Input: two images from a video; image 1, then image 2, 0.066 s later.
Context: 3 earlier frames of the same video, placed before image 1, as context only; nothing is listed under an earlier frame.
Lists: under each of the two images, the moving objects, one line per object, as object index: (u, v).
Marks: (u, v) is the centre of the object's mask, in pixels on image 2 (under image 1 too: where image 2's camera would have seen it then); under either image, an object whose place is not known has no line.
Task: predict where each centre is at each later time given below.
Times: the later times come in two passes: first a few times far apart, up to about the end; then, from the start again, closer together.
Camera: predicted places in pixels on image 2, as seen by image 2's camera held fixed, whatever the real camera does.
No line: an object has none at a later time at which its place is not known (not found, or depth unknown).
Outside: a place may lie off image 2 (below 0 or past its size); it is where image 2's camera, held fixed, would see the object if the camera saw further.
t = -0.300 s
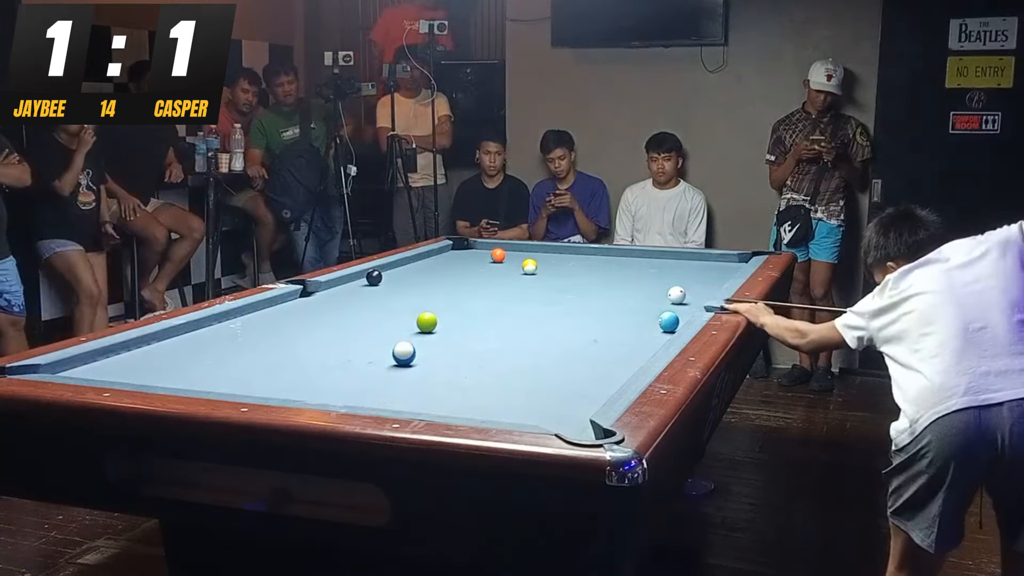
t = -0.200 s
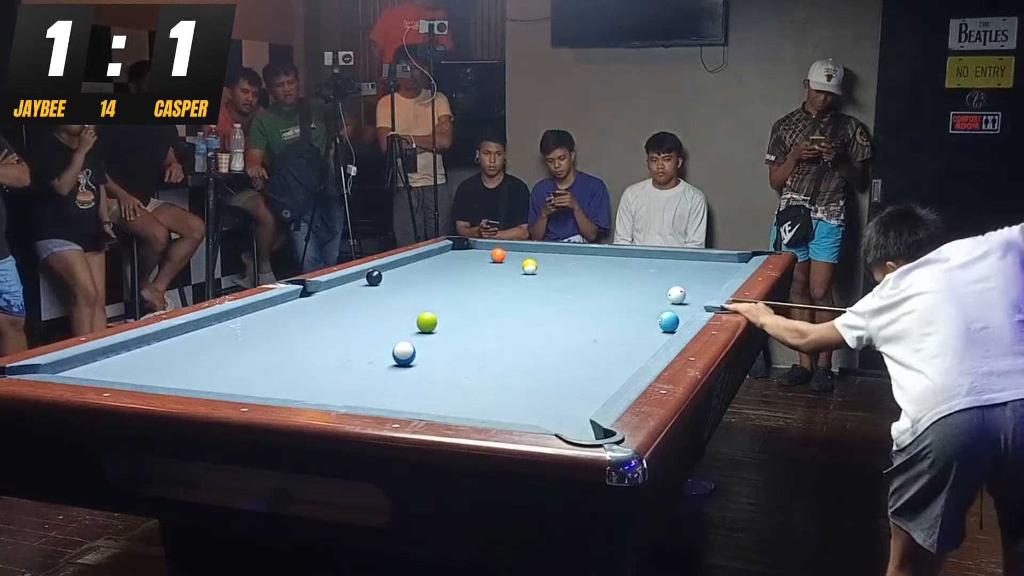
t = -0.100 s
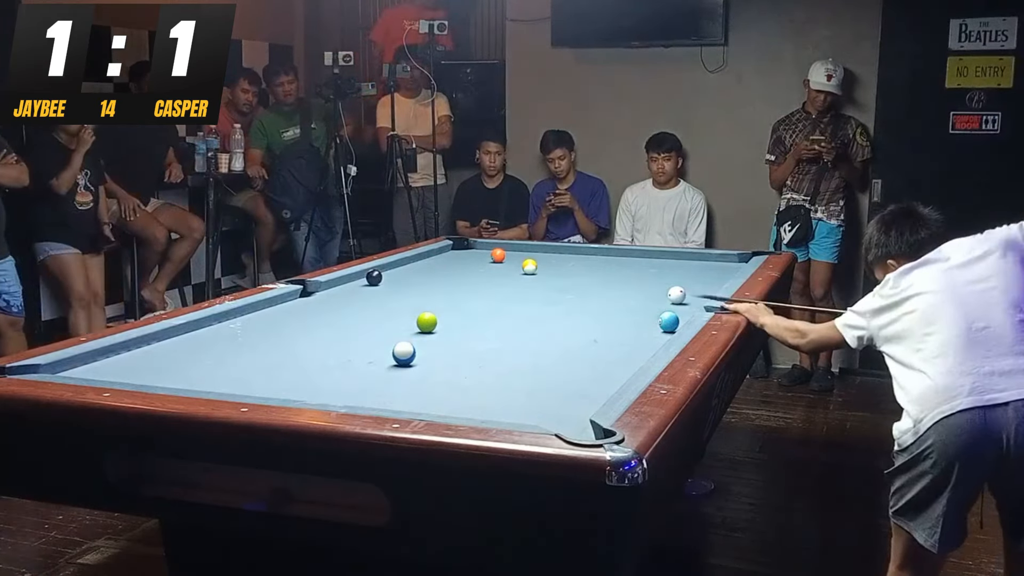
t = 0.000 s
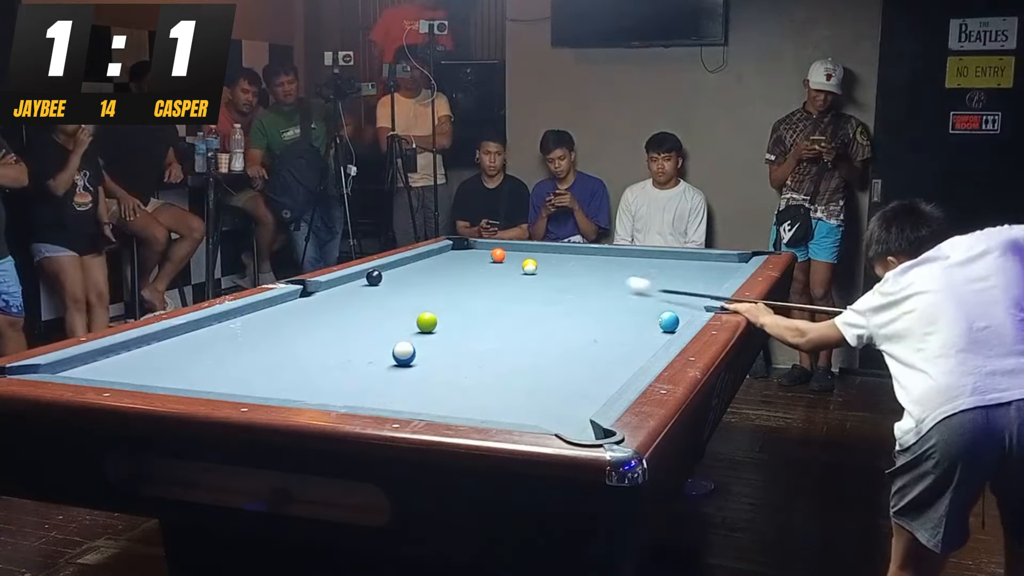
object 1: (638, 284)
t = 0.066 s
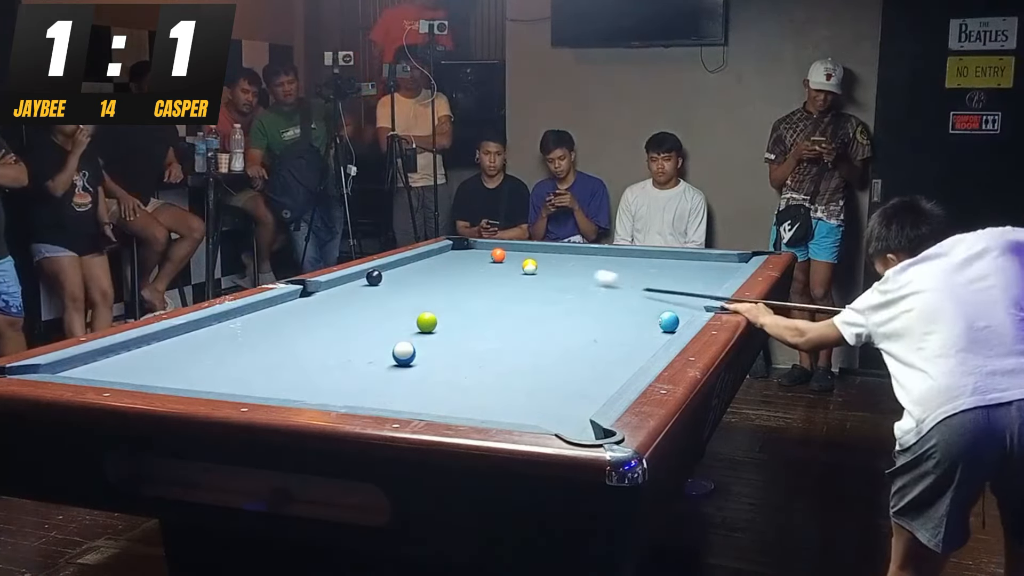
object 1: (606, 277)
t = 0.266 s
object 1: (523, 257)
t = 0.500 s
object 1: (526, 248)
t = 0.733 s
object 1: (487, 250)
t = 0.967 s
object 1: (451, 255)
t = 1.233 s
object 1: (407, 262)
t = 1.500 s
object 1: (404, 267)
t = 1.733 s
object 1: (401, 273)
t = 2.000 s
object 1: (398, 279)
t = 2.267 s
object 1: (395, 286)
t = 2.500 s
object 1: (392, 292)
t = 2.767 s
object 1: (388, 299)
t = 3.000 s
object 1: (385, 305)
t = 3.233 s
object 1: (383, 311)
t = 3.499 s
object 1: (380, 318)
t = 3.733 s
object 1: (378, 324)
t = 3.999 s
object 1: (375, 330)
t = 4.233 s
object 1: (373, 336)
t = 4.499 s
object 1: (370, 342)
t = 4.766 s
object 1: (368, 348)
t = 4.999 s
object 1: (365, 353)
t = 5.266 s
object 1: (363, 358)
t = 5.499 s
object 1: (361, 362)
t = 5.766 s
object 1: (359, 365)
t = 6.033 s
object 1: (356, 368)
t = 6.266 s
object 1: (355, 371)
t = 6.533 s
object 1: (353, 372)
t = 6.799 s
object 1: (352, 373)
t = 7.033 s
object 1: (351, 373)
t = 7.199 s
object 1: (351, 373)
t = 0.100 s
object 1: (591, 274)
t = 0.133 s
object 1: (576, 270)
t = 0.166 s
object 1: (563, 268)
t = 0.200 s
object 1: (549, 265)
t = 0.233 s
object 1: (540, 261)
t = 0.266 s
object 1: (523, 257)
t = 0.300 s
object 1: (514, 257)
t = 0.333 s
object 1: (515, 255)
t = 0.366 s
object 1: (518, 254)
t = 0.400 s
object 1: (522, 252)
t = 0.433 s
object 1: (524, 251)
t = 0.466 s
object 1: (525, 249)
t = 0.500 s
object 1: (526, 248)
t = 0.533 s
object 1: (526, 247)
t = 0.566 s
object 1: (520, 247)
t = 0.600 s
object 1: (514, 247)
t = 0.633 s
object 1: (508, 249)
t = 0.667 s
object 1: (503, 249)
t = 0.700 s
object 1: (499, 249)
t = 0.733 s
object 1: (487, 250)
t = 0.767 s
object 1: (486, 251)
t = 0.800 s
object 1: (480, 252)
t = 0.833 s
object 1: (474, 252)
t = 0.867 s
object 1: (469, 253)
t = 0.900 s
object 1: (463, 254)
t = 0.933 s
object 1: (457, 255)
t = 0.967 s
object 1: (451, 255)
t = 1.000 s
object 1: (445, 256)
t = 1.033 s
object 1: (438, 257)
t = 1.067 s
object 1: (432, 258)
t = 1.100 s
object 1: (426, 258)
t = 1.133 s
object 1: (420, 259)
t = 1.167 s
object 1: (414, 260)
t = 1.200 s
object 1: (409, 261)
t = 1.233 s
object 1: (407, 262)
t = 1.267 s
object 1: (407, 262)
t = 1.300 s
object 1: (406, 263)
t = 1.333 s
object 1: (406, 264)
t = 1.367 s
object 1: (405, 264)
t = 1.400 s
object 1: (405, 265)
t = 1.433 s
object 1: (405, 266)
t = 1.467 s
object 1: (404, 267)
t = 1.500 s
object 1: (404, 267)
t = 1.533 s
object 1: (403, 268)
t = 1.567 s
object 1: (403, 269)
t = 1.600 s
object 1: (403, 270)
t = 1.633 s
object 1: (402, 271)
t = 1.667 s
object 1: (402, 272)
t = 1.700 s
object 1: (402, 272)
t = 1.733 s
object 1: (401, 273)
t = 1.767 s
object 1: (401, 274)
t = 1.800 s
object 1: (401, 274)
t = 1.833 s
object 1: (400, 275)
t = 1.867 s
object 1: (400, 276)
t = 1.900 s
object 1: (399, 277)
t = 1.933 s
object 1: (399, 278)
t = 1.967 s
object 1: (398, 279)
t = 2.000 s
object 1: (398, 279)
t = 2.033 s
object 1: (398, 280)
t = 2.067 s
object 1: (397, 281)
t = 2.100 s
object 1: (397, 282)
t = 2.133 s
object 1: (397, 283)
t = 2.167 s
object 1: (396, 284)
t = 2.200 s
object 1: (396, 285)
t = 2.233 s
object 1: (395, 285)
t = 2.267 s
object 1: (395, 286)
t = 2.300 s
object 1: (395, 287)
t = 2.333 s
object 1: (394, 288)
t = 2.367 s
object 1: (394, 289)
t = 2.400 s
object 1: (393, 290)
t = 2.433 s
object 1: (393, 290)
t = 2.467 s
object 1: (392, 291)
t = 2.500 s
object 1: (392, 292)
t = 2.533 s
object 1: (391, 293)
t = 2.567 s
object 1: (391, 294)
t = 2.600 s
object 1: (391, 295)
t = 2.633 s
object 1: (390, 296)
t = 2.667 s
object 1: (390, 296)
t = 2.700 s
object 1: (389, 297)
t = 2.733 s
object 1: (389, 298)
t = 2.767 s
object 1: (388, 299)
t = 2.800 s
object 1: (388, 300)
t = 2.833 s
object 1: (388, 301)
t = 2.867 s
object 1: (387, 302)
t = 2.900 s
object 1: (387, 303)
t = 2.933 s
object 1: (386, 303)
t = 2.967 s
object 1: (386, 304)
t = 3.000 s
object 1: (385, 305)
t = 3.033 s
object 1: (385, 306)
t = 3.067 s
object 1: (384, 307)
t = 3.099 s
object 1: (384, 308)
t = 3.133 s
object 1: (384, 309)
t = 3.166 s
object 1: (383, 309)
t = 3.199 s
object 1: (383, 310)
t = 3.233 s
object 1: (383, 311)
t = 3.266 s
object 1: (382, 312)
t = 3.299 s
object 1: (382, 313)
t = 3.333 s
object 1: (381, 314)
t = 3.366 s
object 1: (381, 315)
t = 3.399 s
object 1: (381, 315)
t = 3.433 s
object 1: (381, 316)
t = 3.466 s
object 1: (380, 317)
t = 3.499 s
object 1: (380, 318)
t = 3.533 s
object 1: (379, 319)
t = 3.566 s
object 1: (379, 320)
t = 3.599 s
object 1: (379, 321)
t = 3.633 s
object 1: (378, 321)
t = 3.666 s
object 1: (378, 322)
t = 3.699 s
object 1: (378, 323)
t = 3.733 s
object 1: (378, 324)
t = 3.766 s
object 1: (377, 325)
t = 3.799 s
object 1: (377, 326)
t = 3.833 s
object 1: (377, 326)
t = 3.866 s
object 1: (376, 327)
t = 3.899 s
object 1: (376, 328)
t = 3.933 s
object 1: (376, 329)
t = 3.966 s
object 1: (375, 330)
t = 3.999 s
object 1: (375, 330)
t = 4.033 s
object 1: (375, 331)
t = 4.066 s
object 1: (374, 332)
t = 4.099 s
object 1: (374, 333)
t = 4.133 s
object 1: (374, 334)
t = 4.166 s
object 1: (373, 335)
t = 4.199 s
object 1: (373, 335)
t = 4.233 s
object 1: (373, 336)
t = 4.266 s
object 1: (373, 337)
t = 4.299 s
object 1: (372, 338)
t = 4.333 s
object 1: (372, 339)
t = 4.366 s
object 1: (372, 339)
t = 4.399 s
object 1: (371, 340)
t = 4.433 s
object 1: (371, 341)
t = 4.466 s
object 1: (371, 342)
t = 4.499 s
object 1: (370, 342)
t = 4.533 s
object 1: (370, 343)
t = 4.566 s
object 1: (370, 344)
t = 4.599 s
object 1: (370, 345)
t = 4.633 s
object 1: (369, 345)
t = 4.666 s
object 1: (369, 346)
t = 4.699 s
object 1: (368, 347)
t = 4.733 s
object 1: (368, 348)
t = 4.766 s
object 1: (368, 348)
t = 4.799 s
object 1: (367, 349)
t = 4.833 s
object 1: (367, 350)
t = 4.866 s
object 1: (367, 350)
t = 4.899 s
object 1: (366, 351)
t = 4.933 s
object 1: (366, 352)
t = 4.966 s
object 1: (365, 352)
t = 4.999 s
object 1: (365, 353)
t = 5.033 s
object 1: (365, 354)
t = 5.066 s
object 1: (364, 354)
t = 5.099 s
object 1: (364, 355)
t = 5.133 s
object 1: (364, 356)
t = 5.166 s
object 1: (364, 356)
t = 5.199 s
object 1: (363, 357)
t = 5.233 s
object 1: (363, 357)
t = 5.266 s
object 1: (363, 358)
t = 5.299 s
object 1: (363, 358)
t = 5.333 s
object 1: (362, 359)
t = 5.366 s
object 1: (362, 360)
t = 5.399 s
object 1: (362, 360)
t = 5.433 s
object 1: (361, 361)
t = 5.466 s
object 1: (361, 361)
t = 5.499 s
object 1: (361, 362)
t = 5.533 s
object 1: (360, 362)
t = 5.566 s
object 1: (360, 363)
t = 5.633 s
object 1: (360, 363)
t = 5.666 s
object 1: (360, 364)
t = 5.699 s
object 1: (359, 364)
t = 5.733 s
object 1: (359, 365)
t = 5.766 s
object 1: (359, 365)
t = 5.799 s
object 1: (358, 365)
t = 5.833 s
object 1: (358, 366)
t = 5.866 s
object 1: (358, 366)
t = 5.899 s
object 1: (357, 367)
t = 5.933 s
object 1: (357, 367)
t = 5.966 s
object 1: (357, 367)
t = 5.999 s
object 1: (356, 368)
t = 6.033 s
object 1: (356, 368)
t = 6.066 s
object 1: (356, 368)
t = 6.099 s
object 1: (356, 369)
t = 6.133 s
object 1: (356, 369)
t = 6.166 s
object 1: (355, 370)
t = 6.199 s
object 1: (355, 370)
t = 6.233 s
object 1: (355, 370)
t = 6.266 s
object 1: (355, 371)
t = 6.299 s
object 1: (355, 371)
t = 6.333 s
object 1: (354, 371)
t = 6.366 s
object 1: (354, 371)
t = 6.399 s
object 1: (354, 371)
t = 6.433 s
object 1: (354, 372)
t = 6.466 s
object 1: (354, 372)
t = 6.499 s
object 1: (354, 372)
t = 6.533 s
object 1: (353, 372)
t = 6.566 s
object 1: (353, 372)
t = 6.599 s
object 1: (353, 372)
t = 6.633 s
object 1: (353, 372)
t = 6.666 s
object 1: (353, 373)
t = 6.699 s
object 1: (353, 373)
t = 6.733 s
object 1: (352, 373)
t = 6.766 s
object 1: (352, 373)
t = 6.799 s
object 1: (352, 373)
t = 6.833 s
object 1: (352, 373)
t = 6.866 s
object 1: (352, 373)
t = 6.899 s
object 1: (352, 373)
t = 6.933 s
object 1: (352, 373)
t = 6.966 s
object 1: (352, 373)
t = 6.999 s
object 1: (351, 373)
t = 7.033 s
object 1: (351, 373)
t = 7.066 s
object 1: (351, 373)
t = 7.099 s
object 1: (351, 373)
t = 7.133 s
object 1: (351, 373)
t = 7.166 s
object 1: (351, 373)
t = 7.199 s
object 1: (351, 373)
